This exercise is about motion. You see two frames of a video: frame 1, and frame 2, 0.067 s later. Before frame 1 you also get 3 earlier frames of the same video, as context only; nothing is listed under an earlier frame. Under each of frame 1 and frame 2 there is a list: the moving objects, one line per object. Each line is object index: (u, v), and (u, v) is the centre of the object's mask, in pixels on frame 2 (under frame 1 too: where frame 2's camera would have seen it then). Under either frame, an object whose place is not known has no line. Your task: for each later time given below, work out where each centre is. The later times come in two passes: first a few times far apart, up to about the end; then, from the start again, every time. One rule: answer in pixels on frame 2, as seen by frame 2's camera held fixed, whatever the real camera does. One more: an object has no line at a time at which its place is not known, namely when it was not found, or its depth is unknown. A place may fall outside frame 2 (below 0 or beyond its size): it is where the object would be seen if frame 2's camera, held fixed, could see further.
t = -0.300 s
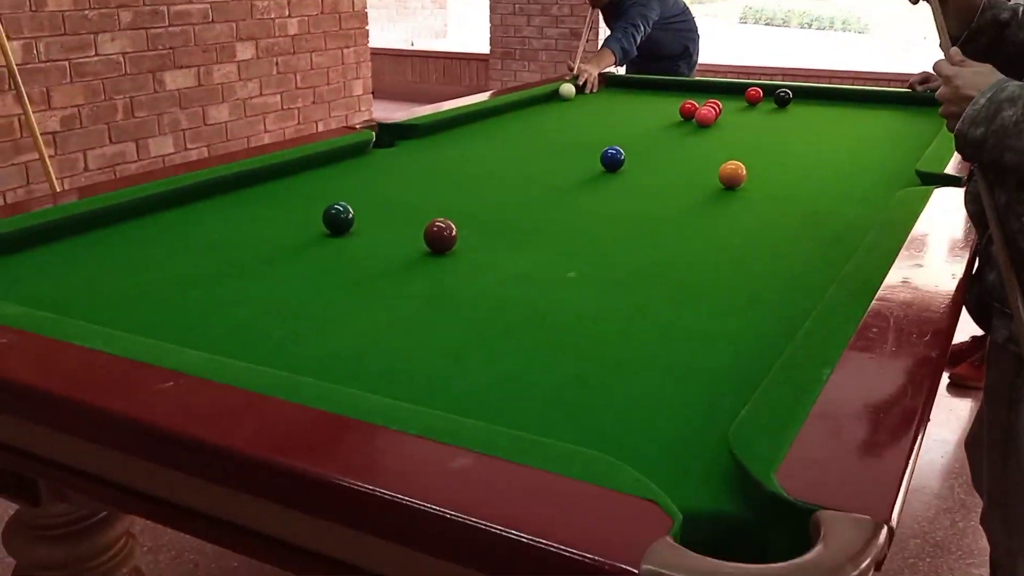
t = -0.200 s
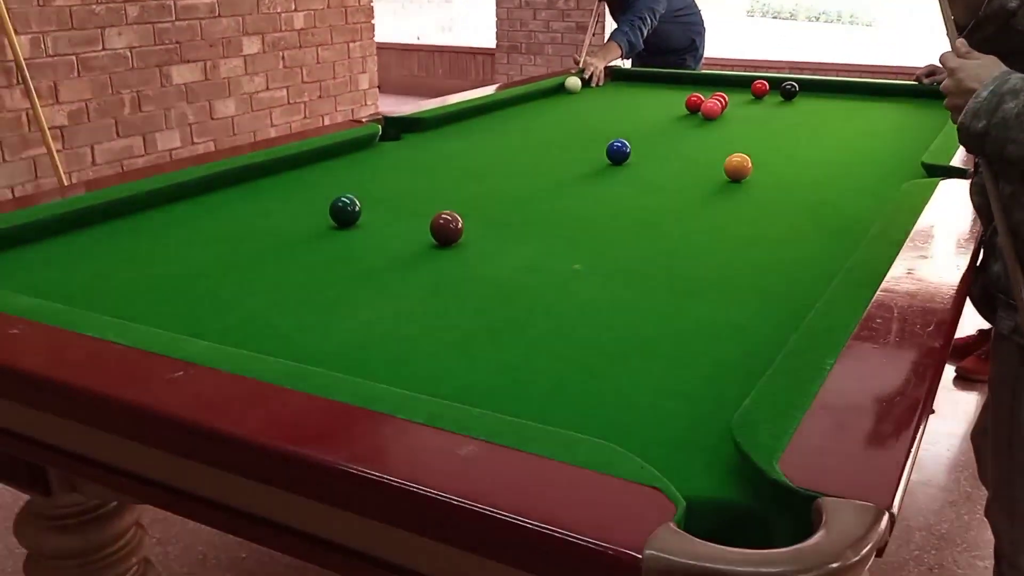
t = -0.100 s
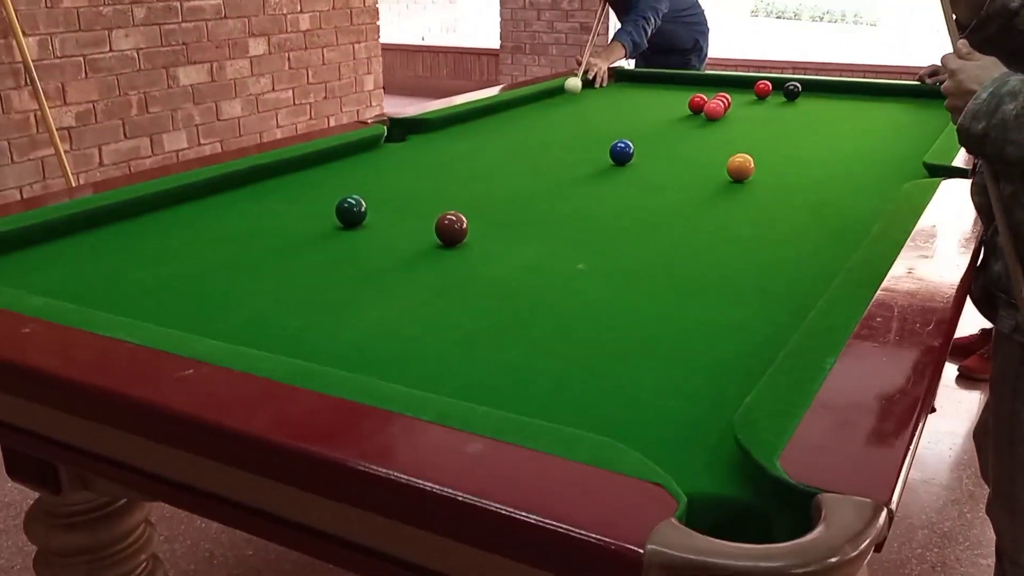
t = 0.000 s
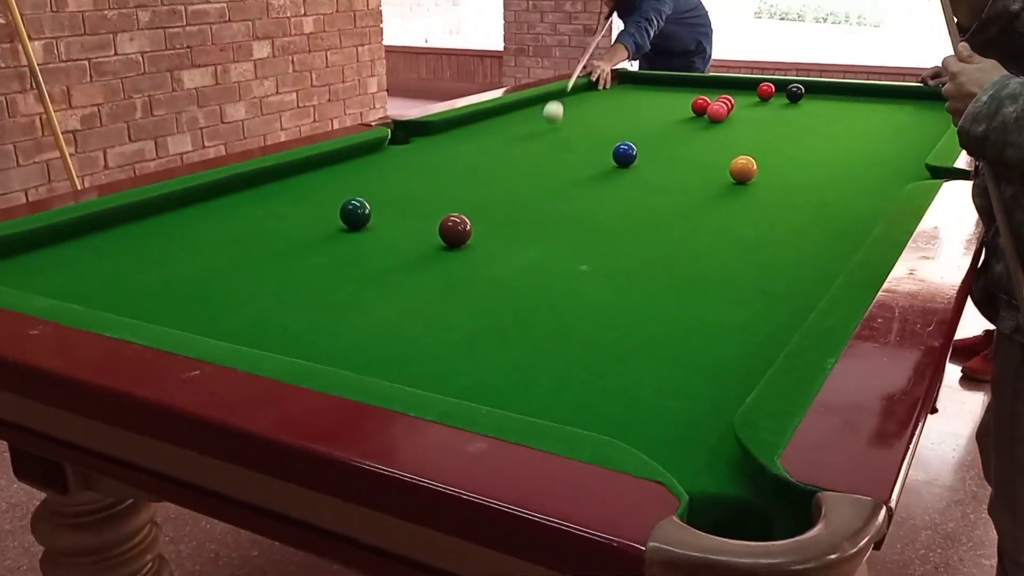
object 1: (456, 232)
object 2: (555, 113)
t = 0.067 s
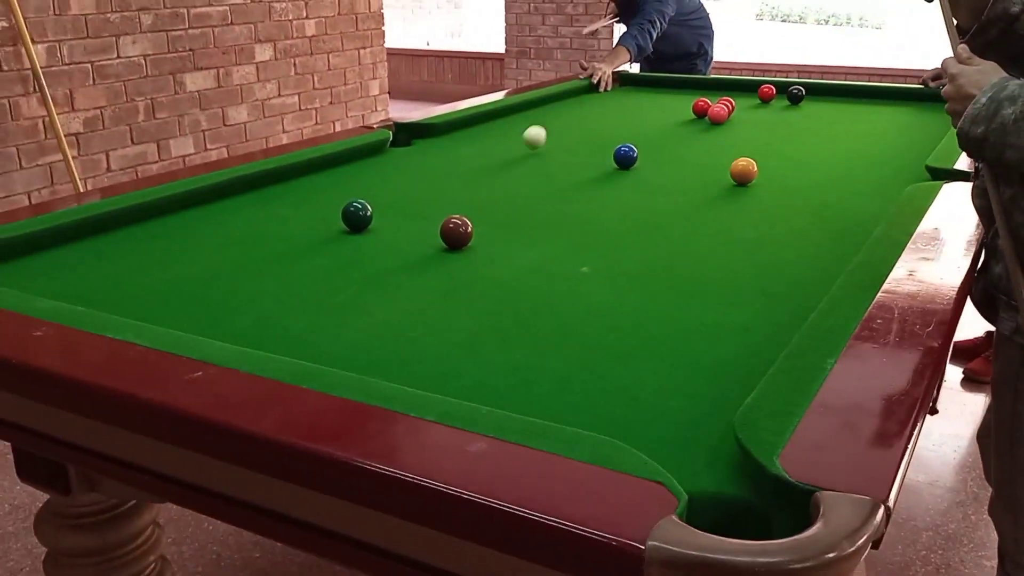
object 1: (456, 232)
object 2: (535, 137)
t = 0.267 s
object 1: (439, 248)
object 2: (455, 216)
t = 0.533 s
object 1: (606, 278)
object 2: (400, 244)
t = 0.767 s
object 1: (792, 204)
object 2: (336, 279)
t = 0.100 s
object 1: (456, 232)
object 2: (524, 151)
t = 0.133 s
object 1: (456, 232)
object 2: (511, 167)
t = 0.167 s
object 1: (456, 232)
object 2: (496, 183)
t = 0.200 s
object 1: (456, 232)
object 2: (479, 202)
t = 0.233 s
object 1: (453, 235)
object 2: (463, 214)
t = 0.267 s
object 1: (439, 248)
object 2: (455, 216)
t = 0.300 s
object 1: (419, 277)
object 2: (450, 221)
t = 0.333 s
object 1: (398, 321)
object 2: (444, 223)
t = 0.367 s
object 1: (371, 354)
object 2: (437, 226)
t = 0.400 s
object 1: (406, 347)
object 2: (431, 229)
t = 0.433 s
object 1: (467, 325)
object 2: (424, 232)
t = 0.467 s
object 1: (522, 312)
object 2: (417, 236)
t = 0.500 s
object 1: (565, 290)
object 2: (409, 240)
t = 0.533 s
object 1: (606, 278)
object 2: (400, 244)
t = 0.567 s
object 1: (641, 263)
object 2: (391, 249)
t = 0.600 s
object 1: (673, 253)
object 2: (383, 254)
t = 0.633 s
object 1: (702, 240)
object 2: (374, 258)
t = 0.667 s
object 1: (728, 229)
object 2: (365, 263)
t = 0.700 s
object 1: (751, 220)
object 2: (355, 269)
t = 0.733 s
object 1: (773, 212)
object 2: (345, 274)
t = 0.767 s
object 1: (792, 204)
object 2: (336, 279)
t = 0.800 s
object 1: (810, 196)
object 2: (325, 284)
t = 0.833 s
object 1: (827, 189)
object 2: (315, 290)
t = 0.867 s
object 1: (844, 182)
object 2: (304, 296)
